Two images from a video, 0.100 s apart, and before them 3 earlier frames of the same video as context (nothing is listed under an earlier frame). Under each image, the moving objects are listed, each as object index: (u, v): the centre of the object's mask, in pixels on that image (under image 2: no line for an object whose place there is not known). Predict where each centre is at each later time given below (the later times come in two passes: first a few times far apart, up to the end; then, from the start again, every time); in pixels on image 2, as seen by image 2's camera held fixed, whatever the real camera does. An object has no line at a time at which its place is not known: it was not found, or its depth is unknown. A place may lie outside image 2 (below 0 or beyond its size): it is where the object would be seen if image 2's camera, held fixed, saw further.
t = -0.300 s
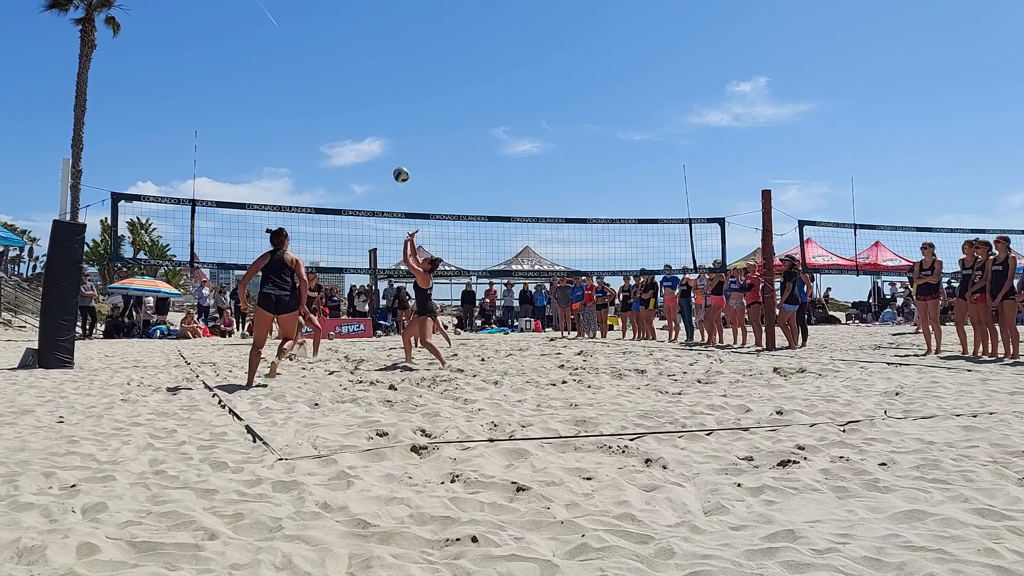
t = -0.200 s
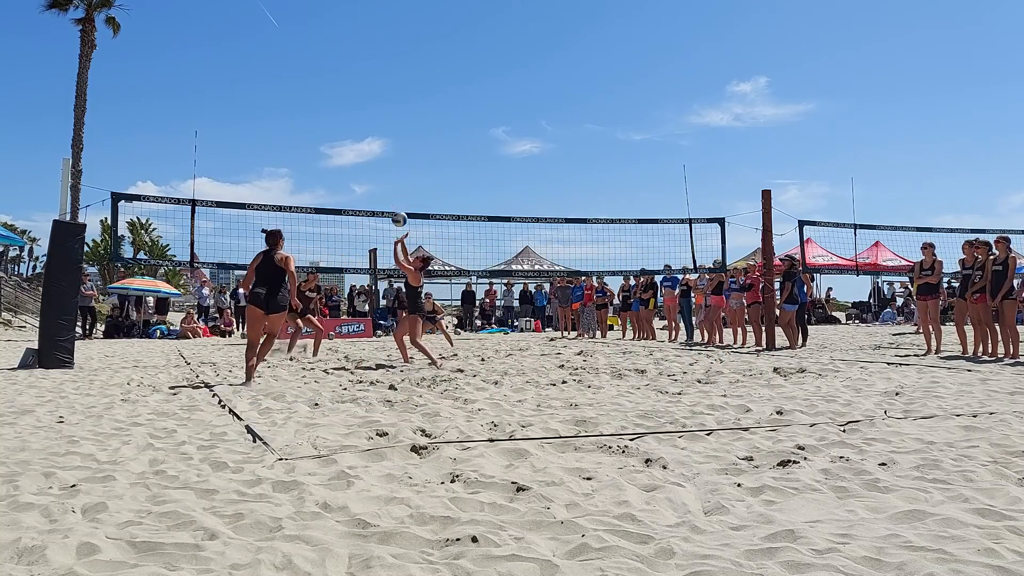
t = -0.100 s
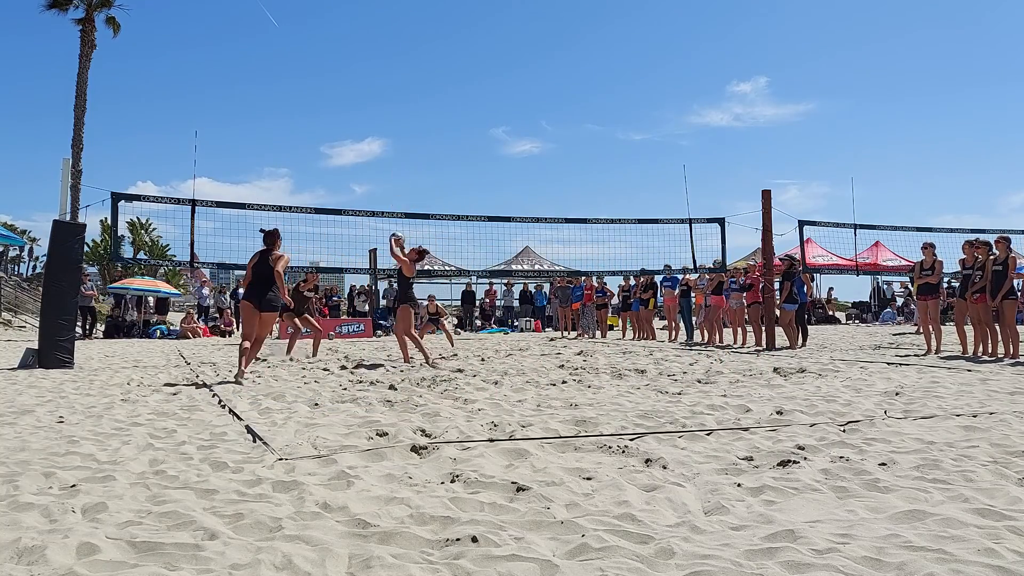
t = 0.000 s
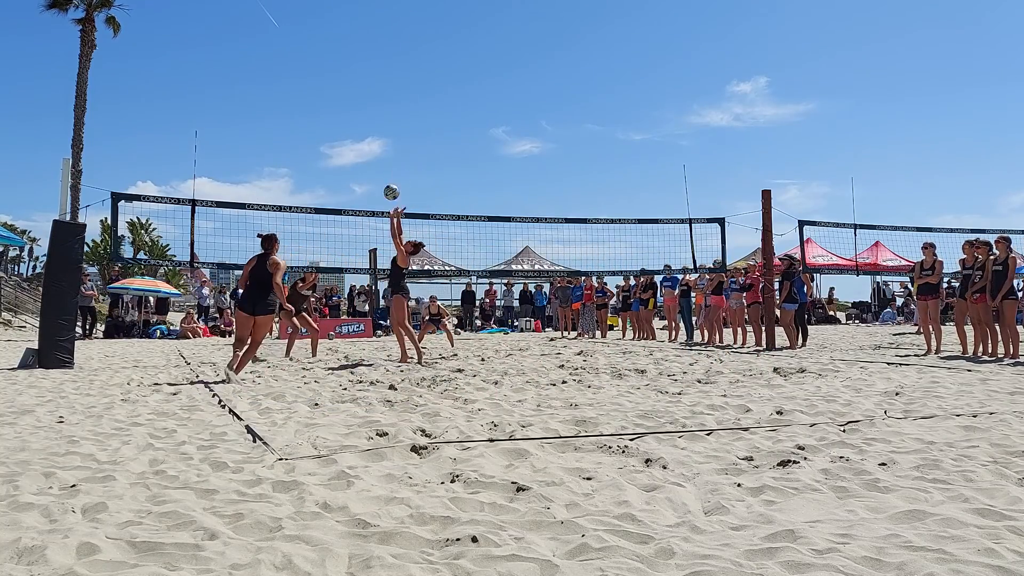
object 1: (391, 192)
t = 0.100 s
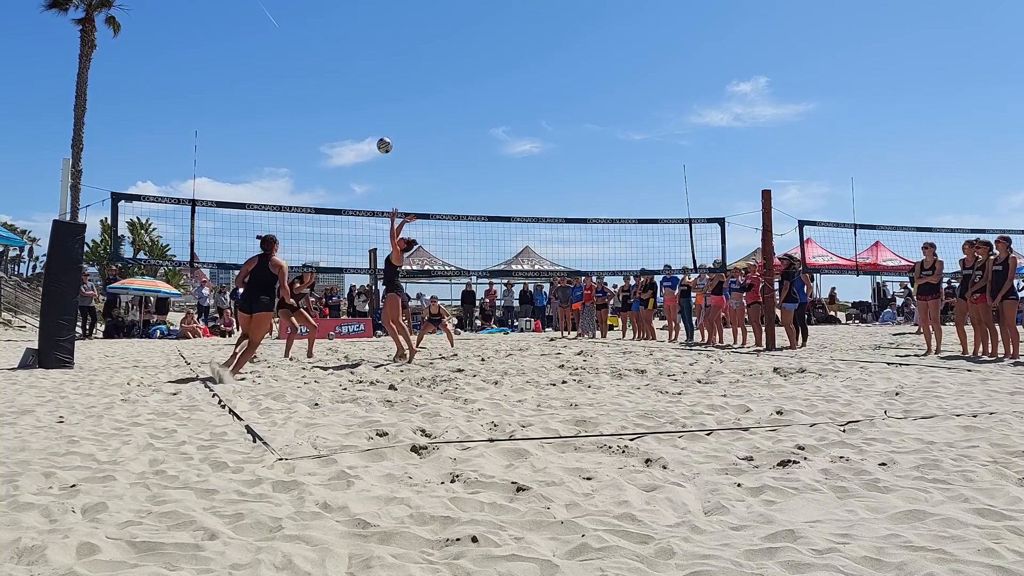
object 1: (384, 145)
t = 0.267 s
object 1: (371, 84)
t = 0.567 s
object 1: (347, 28)
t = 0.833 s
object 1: (325, 33)
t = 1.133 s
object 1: (298, 99)
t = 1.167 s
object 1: (295, 110)
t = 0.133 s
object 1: (382, 131)
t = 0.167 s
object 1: (379, 118)
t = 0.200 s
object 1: (377, 106)
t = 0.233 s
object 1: (374, 95)
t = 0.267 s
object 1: (371, 84)
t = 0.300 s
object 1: (369, 75)
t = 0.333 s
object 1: (366, 66)
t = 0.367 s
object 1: (363, 58)
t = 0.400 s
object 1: (361, 51)
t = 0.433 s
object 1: (358, 45)
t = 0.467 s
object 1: (355, 39)
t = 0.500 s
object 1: (353, 35)
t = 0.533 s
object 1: (350, 31)
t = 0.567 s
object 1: (347, 28)
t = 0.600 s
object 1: (344, 26)
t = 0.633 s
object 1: (342, 25)
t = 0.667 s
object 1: (339, 24)
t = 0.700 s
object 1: (336, 24)
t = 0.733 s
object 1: (333, 25)
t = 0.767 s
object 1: (330, 27)
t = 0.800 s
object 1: (327, 30)
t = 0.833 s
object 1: (325, 33)
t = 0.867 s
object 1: (322, 37)
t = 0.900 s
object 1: (319, 42)
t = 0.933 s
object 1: (316, 48)
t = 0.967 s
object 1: (313, 54)
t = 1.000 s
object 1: (310, 62)
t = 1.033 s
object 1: (307, 70)
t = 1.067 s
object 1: (304, 79)
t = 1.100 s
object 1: (301, 88)
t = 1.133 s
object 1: (298, 99)
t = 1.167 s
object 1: (295, 110)
